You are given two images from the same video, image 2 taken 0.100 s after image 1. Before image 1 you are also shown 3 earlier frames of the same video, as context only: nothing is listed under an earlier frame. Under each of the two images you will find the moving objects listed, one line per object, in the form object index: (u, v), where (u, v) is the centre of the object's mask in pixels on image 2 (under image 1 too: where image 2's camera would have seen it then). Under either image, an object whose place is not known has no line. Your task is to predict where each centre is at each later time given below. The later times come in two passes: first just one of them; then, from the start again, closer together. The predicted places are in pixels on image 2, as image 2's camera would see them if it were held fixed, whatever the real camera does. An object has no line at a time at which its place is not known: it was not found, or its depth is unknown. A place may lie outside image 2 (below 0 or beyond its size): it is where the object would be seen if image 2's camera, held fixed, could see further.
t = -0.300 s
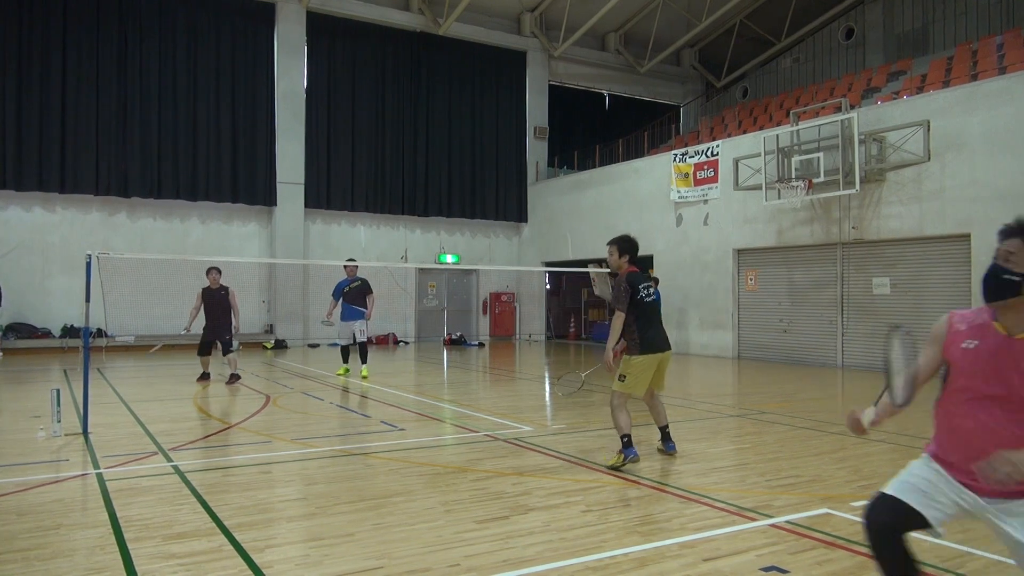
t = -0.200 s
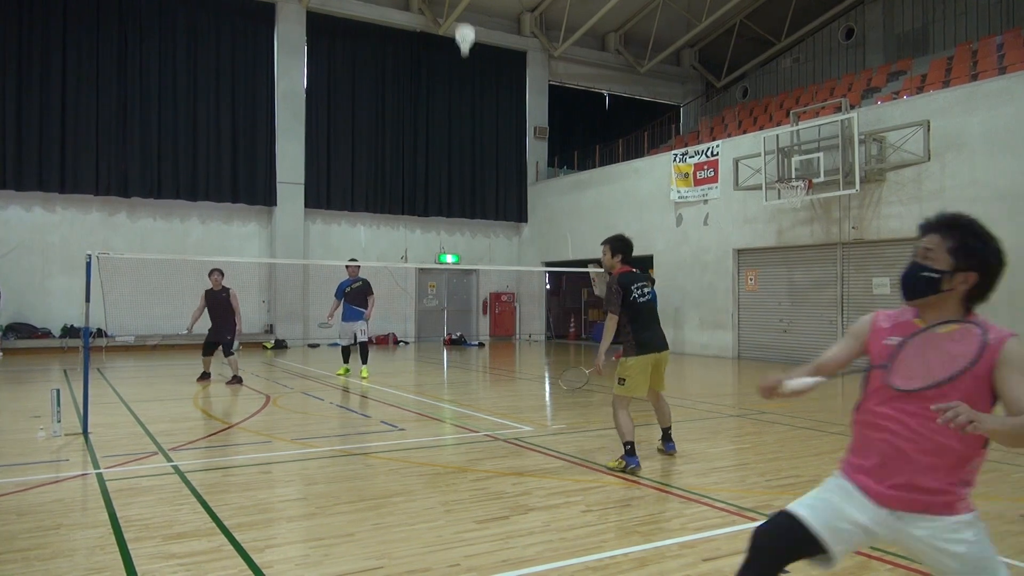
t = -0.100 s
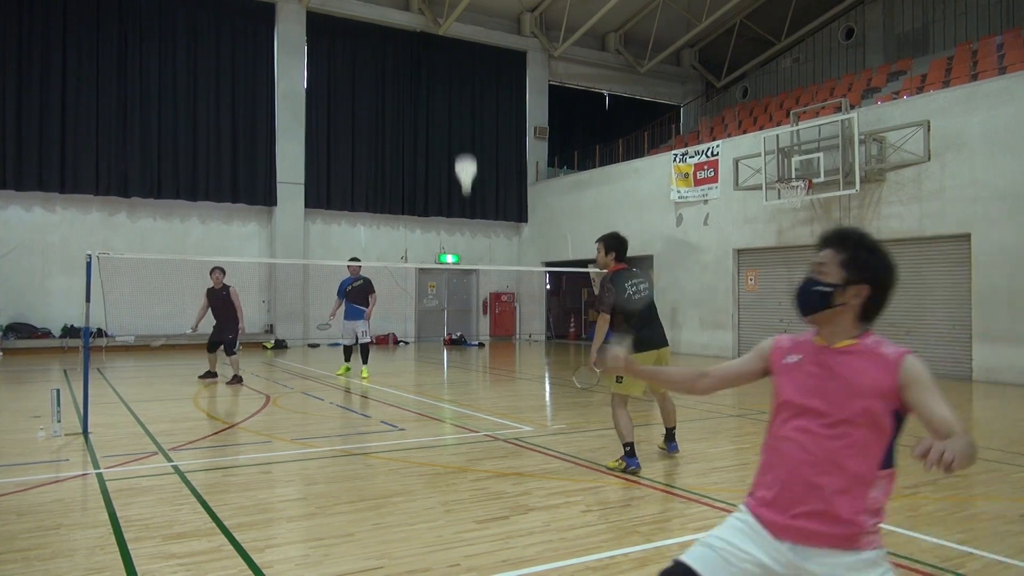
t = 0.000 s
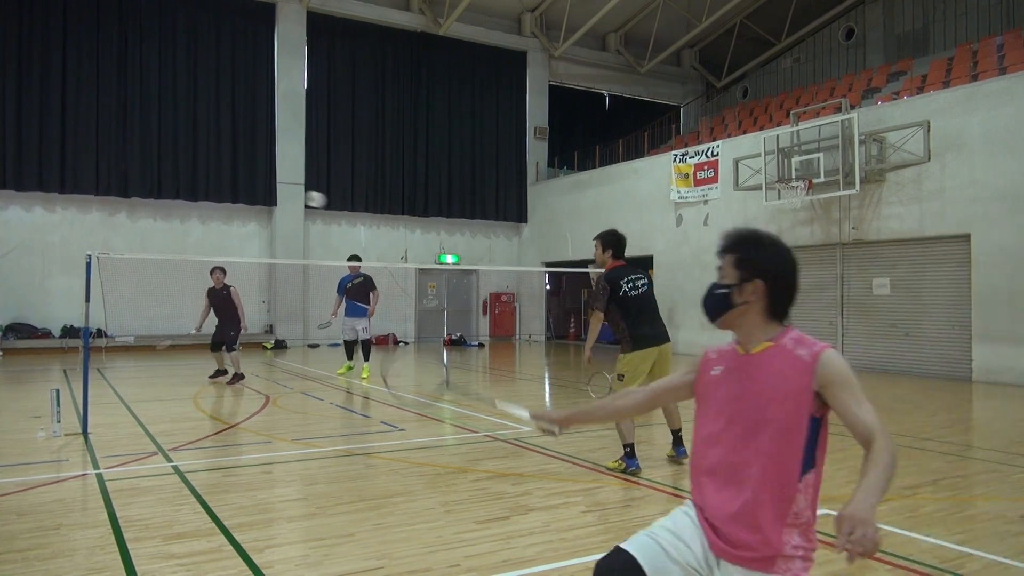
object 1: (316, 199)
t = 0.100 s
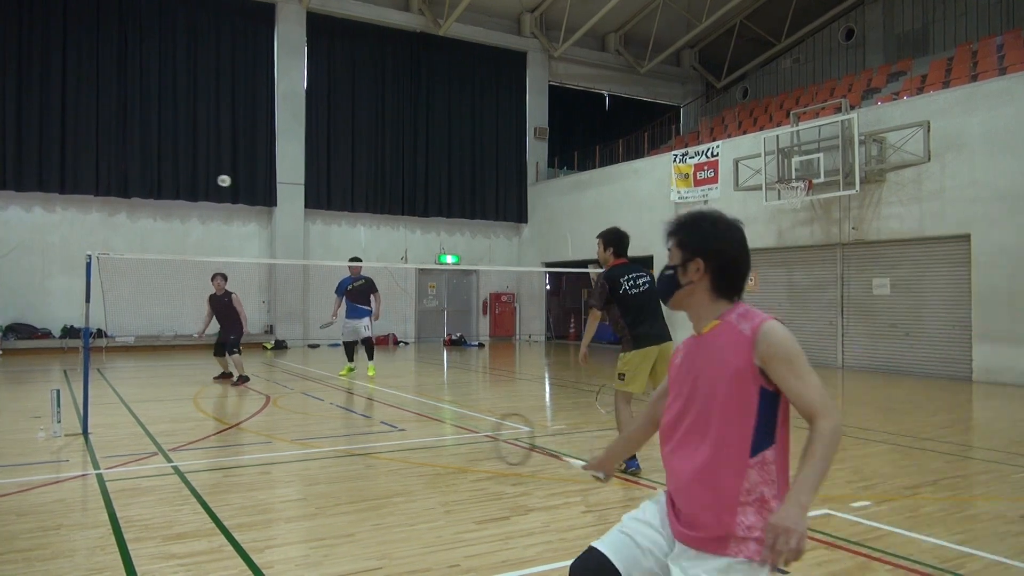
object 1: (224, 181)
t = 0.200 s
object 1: (186, 186)
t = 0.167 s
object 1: (197, 183)
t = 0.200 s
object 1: (186, 186)
